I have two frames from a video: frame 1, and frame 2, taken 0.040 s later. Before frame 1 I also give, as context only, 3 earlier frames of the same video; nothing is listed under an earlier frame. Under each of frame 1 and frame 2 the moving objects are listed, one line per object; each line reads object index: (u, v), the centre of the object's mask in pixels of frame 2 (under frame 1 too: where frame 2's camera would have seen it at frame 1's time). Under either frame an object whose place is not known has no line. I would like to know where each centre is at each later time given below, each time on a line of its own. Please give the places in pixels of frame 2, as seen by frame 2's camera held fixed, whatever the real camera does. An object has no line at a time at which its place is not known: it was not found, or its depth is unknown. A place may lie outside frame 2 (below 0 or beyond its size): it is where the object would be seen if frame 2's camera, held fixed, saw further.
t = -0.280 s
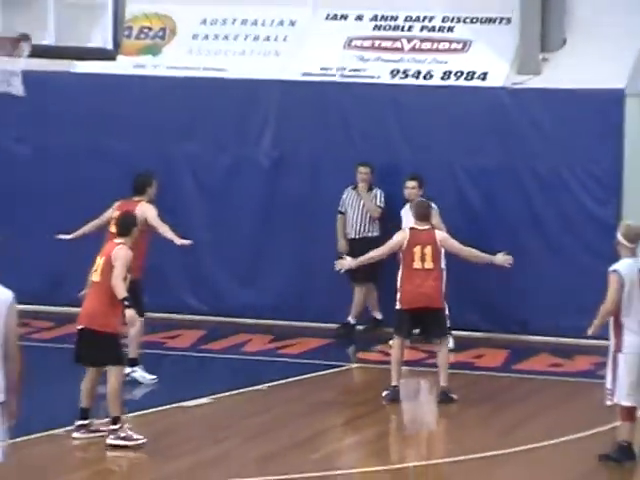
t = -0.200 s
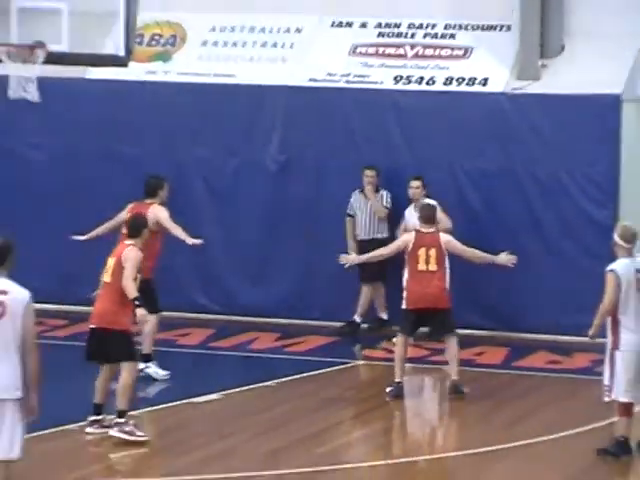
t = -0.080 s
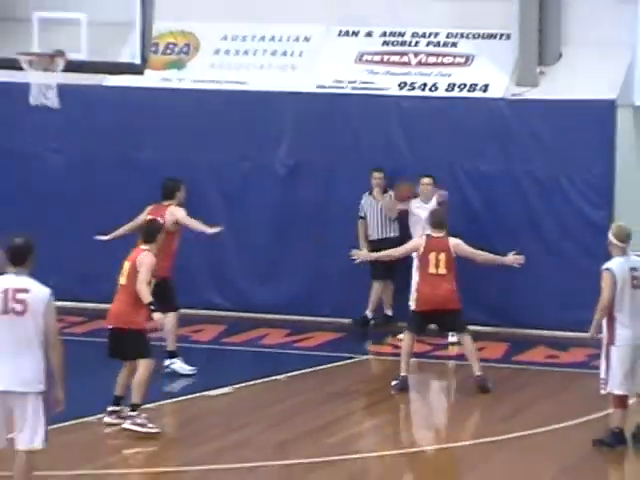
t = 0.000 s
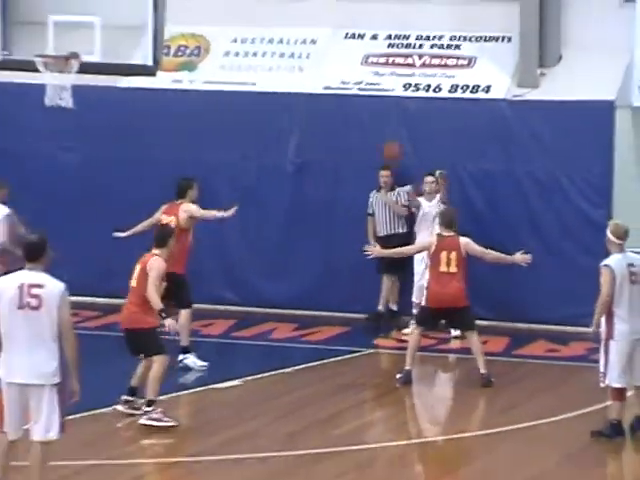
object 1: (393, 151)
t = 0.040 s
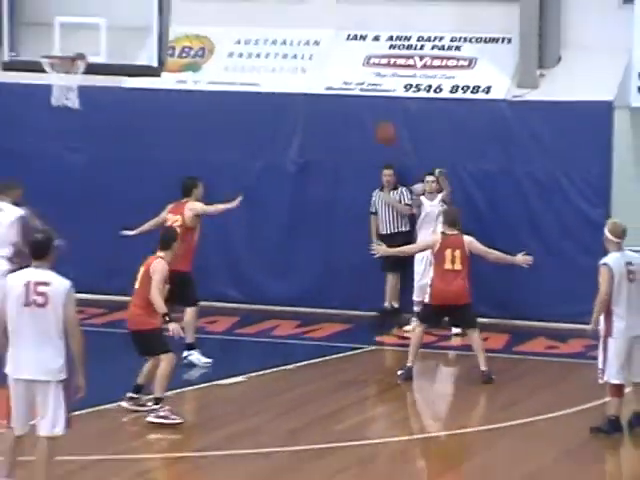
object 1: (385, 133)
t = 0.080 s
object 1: (376, 116)
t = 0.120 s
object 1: (368, 102)
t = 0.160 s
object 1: (360, 85)
